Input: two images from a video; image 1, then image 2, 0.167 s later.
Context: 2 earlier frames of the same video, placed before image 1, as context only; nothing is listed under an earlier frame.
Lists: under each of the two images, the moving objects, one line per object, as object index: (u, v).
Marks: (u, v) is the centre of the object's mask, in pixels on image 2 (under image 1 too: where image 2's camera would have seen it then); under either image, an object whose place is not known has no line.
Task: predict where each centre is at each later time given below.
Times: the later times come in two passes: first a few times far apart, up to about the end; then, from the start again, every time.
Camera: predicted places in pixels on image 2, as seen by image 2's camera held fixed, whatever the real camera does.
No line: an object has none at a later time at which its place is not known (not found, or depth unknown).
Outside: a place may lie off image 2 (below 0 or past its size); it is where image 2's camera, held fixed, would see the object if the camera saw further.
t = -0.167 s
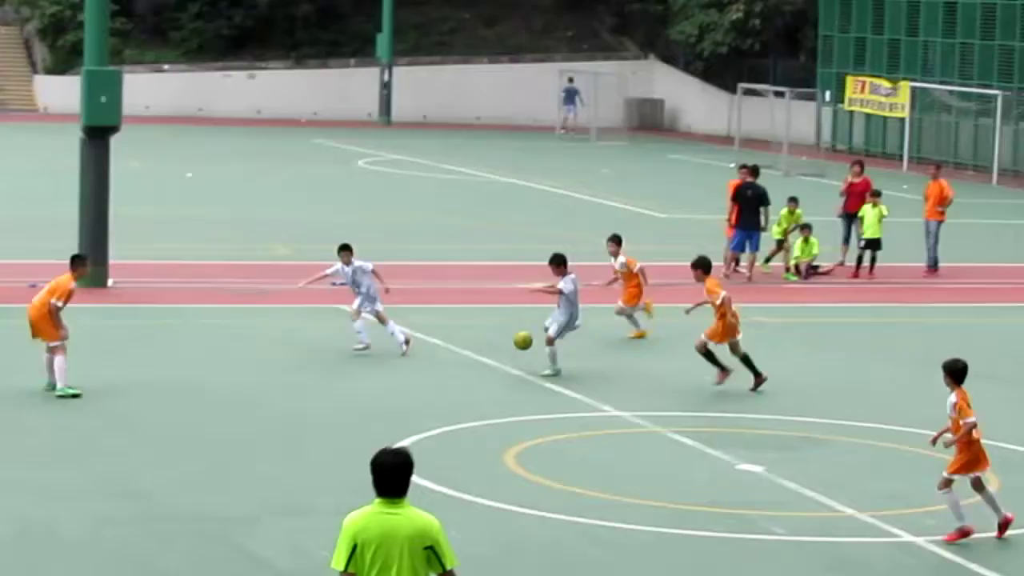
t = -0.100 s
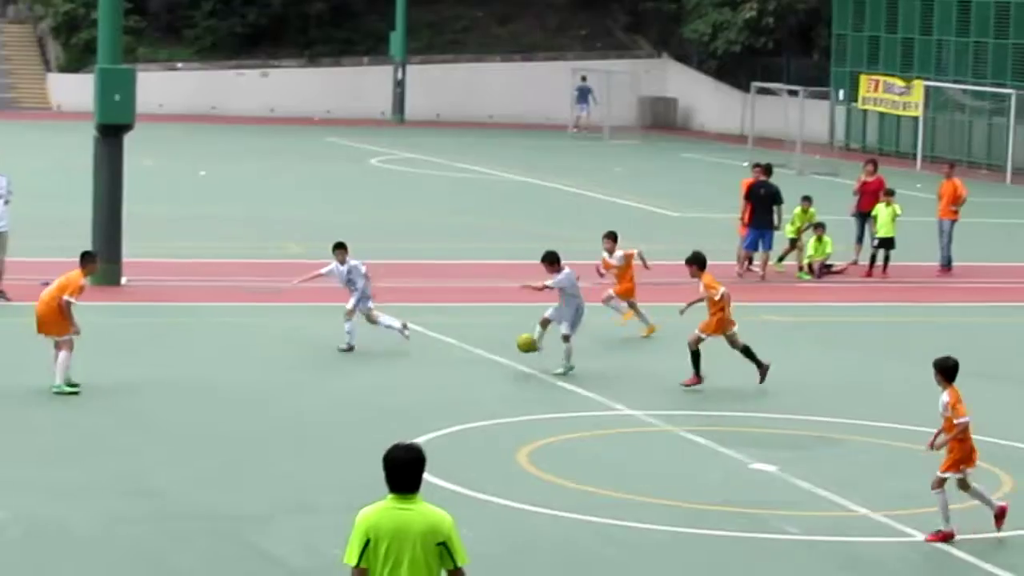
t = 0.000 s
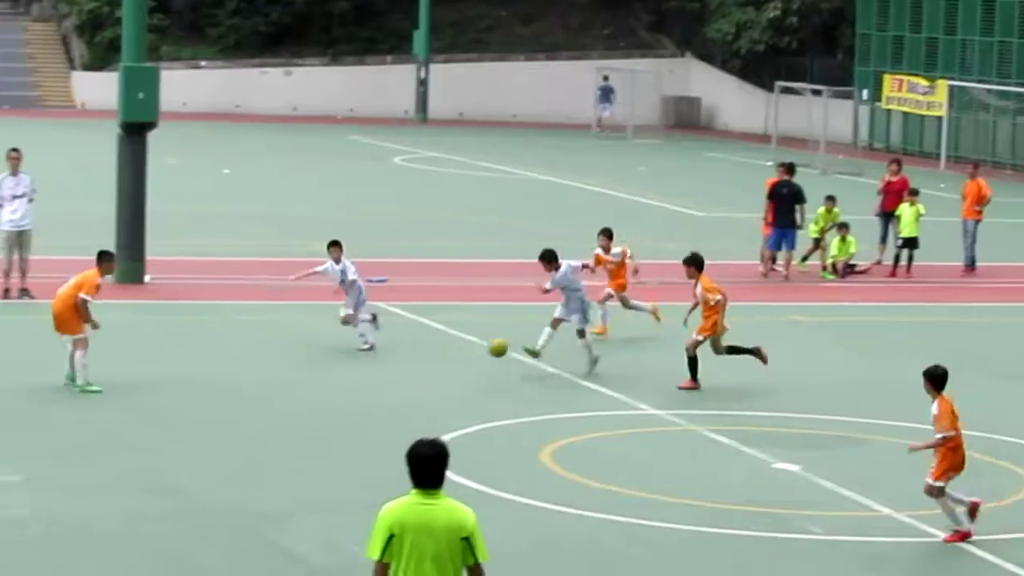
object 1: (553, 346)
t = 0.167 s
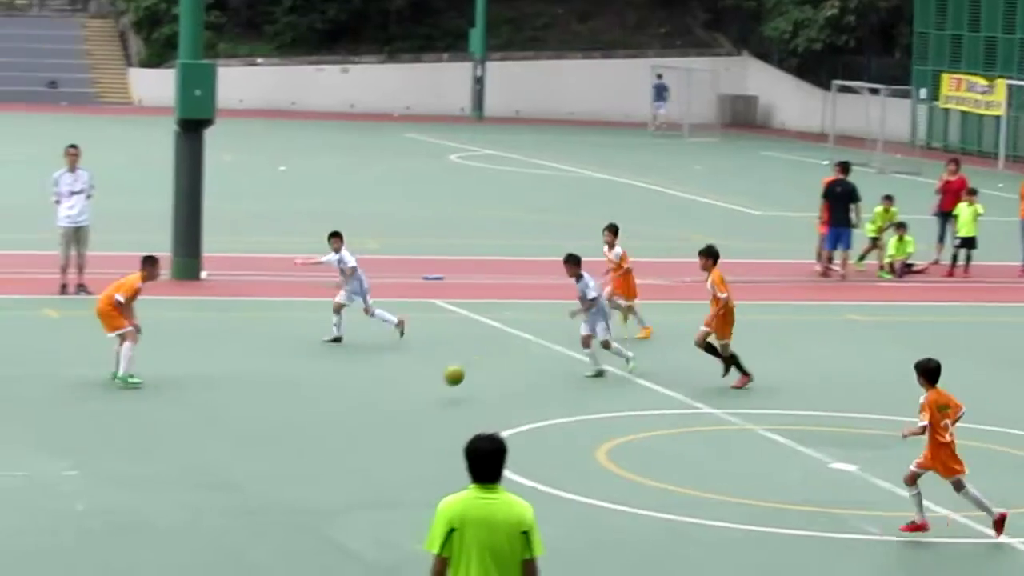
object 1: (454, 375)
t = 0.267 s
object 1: (392, 399)
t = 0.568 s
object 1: (230, 427)
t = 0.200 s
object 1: (433, 385)
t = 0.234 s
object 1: (411, 396)
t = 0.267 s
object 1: (392, 399)
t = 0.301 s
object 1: (376, 397)
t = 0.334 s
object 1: (359, 396)
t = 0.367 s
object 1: (342, 396)
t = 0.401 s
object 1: (324, 398)
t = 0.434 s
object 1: (306, 401)
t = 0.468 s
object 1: (288, 405)
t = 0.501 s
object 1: (270, 411)
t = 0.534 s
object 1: (250, 419)
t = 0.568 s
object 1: (230, 427)
